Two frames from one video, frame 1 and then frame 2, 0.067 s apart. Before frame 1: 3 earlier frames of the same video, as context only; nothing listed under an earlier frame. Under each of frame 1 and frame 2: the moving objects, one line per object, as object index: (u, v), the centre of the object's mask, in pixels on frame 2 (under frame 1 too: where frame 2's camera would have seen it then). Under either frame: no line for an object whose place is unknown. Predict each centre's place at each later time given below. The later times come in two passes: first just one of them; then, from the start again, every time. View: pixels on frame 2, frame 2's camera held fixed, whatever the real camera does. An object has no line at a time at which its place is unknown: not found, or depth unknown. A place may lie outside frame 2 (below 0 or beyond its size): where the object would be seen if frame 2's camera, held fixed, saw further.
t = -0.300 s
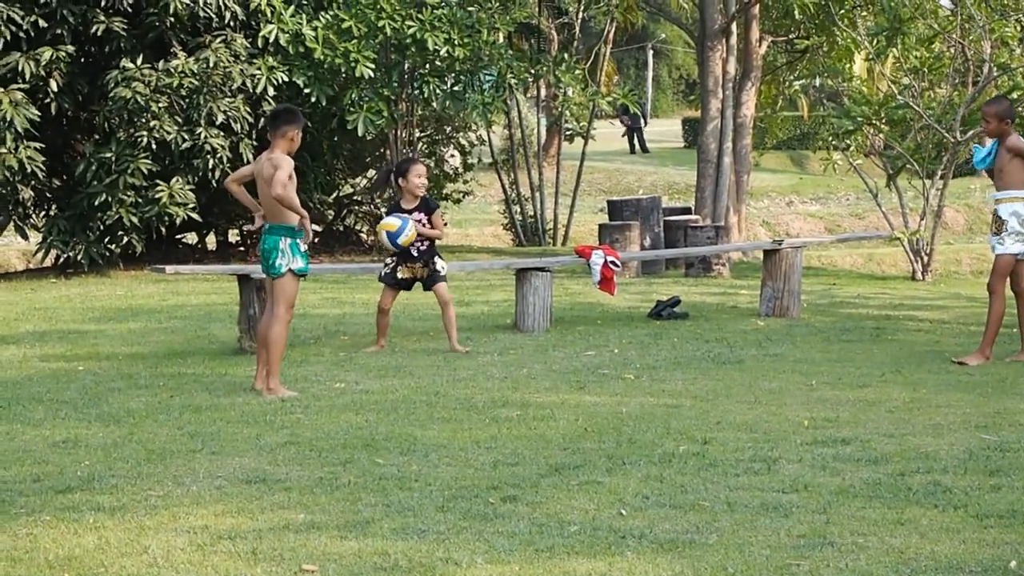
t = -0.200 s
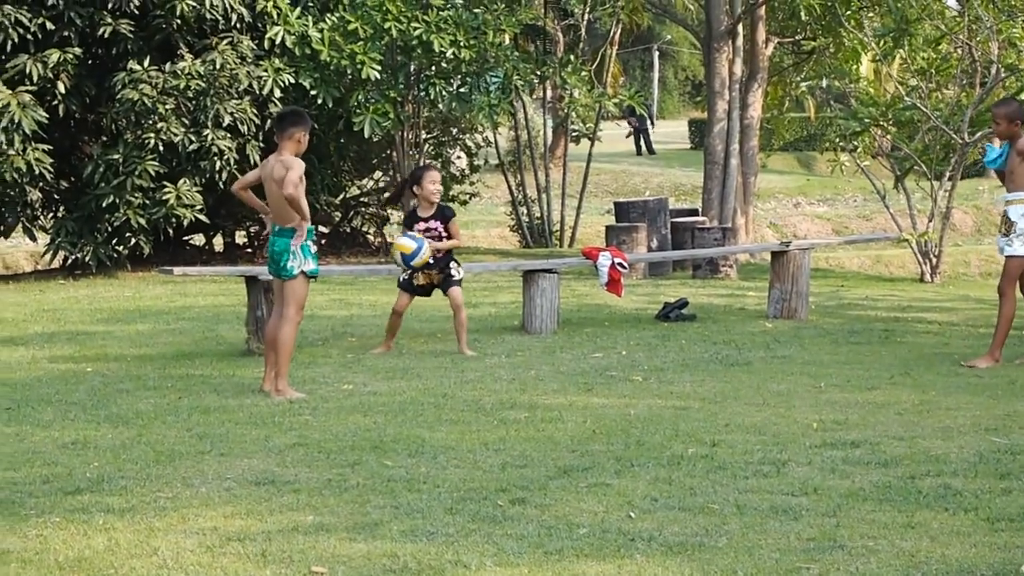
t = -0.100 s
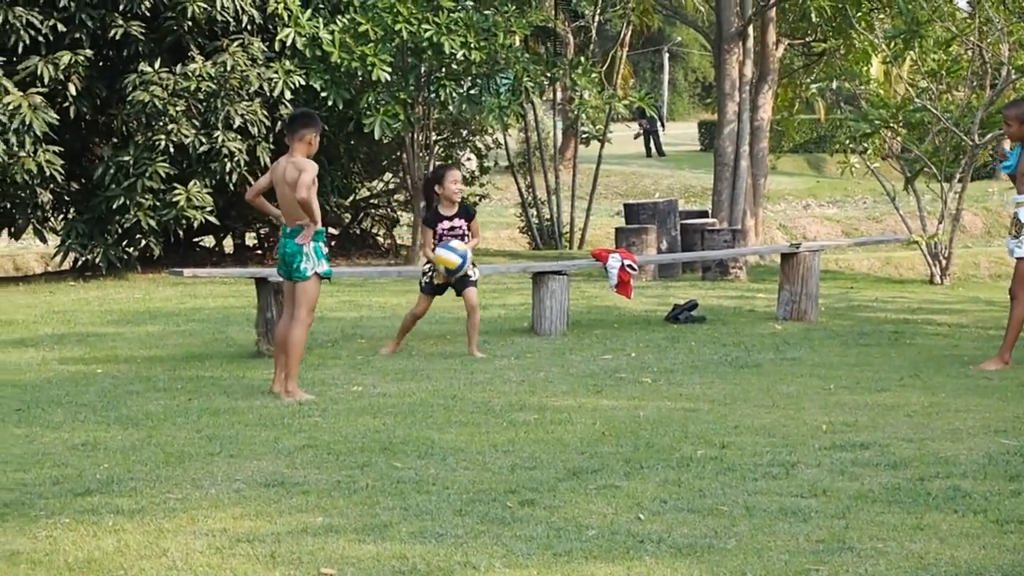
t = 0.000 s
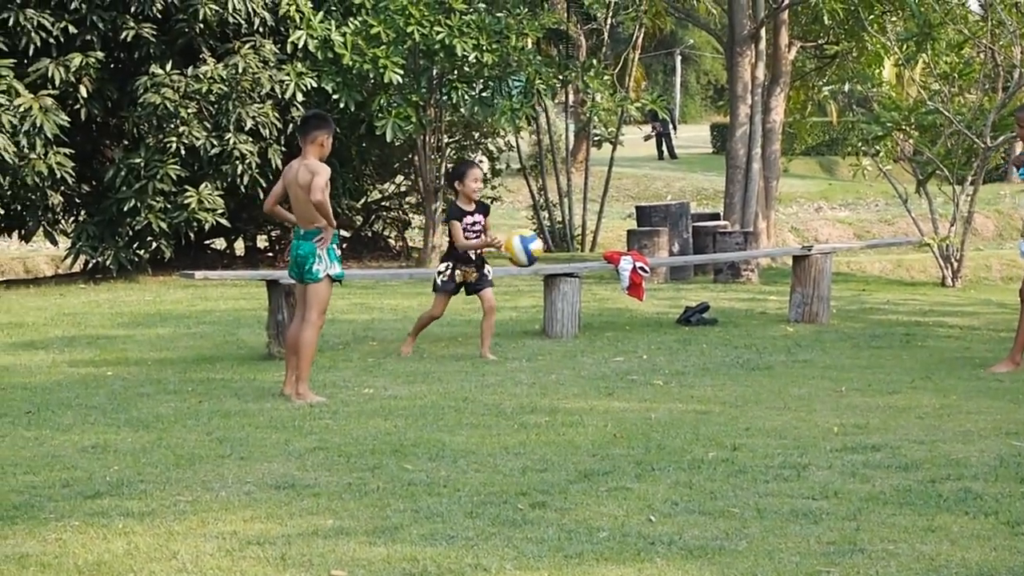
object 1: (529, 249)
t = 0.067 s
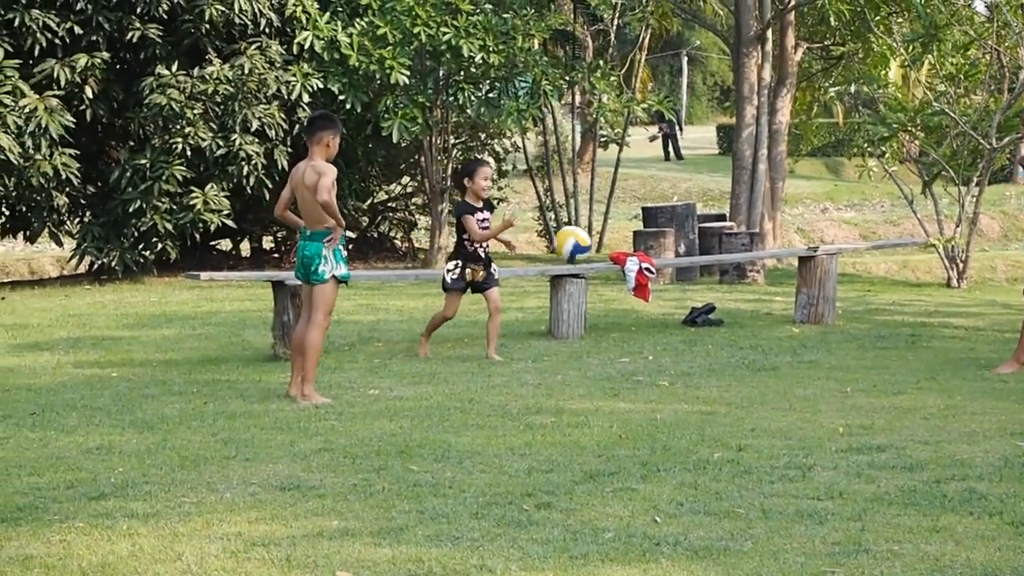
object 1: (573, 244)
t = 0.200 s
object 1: (660, 260)
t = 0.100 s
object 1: (594, 246)
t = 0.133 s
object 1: (616, 248)
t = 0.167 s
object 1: (638, 253)
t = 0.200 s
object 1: (660, 260)
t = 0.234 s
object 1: (682, 268)
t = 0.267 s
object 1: (704, 280)
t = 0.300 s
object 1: (726, 292)
